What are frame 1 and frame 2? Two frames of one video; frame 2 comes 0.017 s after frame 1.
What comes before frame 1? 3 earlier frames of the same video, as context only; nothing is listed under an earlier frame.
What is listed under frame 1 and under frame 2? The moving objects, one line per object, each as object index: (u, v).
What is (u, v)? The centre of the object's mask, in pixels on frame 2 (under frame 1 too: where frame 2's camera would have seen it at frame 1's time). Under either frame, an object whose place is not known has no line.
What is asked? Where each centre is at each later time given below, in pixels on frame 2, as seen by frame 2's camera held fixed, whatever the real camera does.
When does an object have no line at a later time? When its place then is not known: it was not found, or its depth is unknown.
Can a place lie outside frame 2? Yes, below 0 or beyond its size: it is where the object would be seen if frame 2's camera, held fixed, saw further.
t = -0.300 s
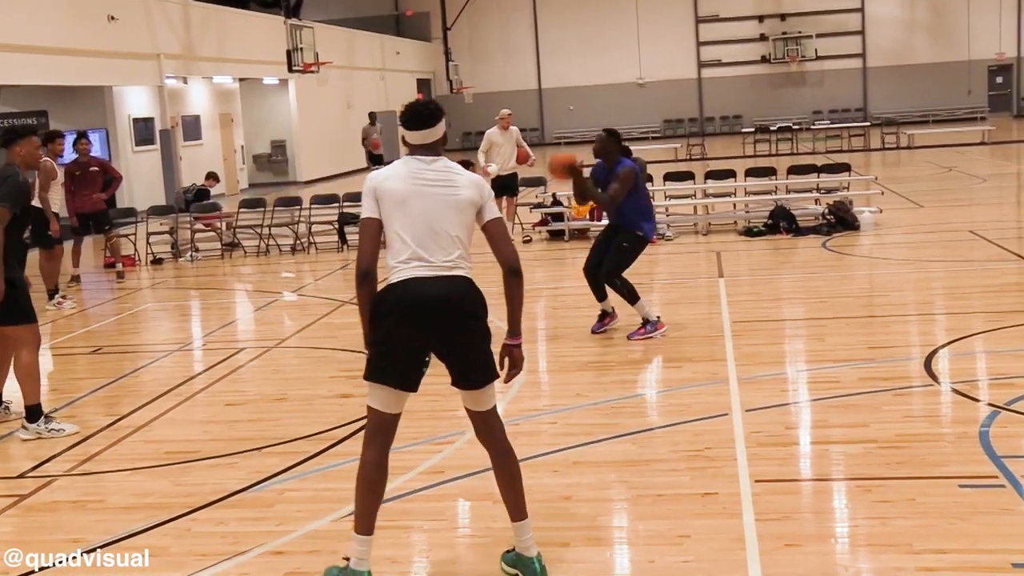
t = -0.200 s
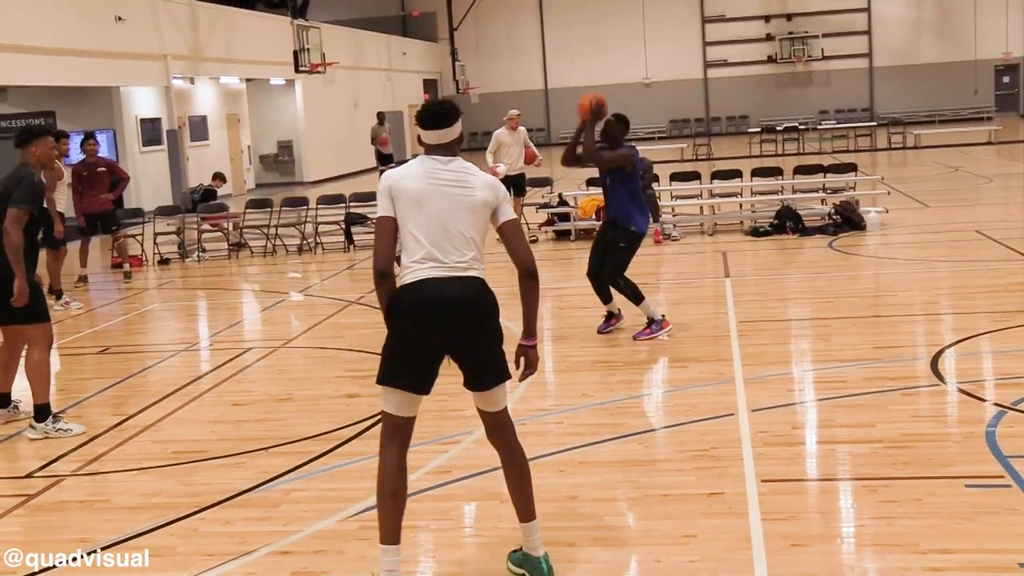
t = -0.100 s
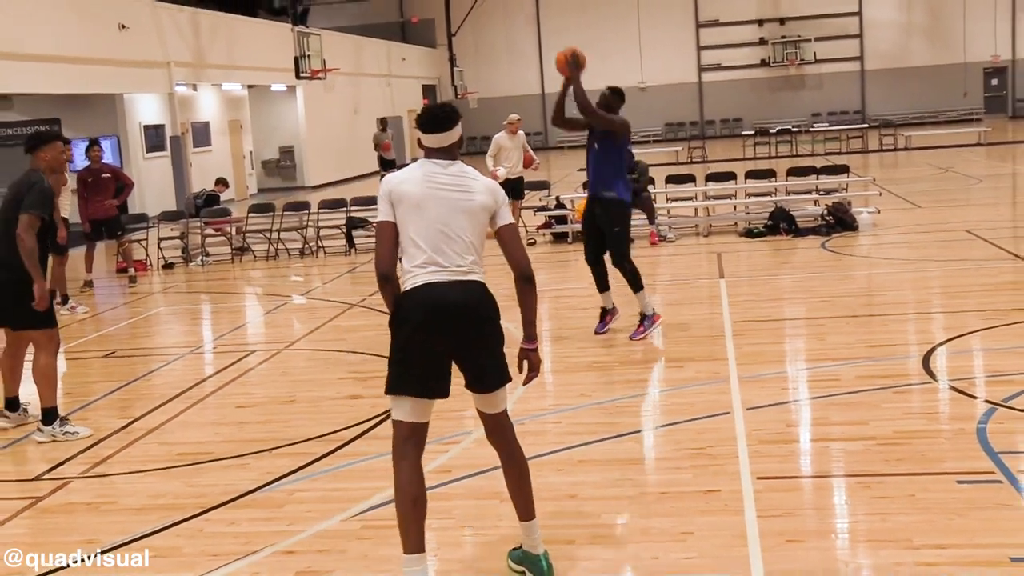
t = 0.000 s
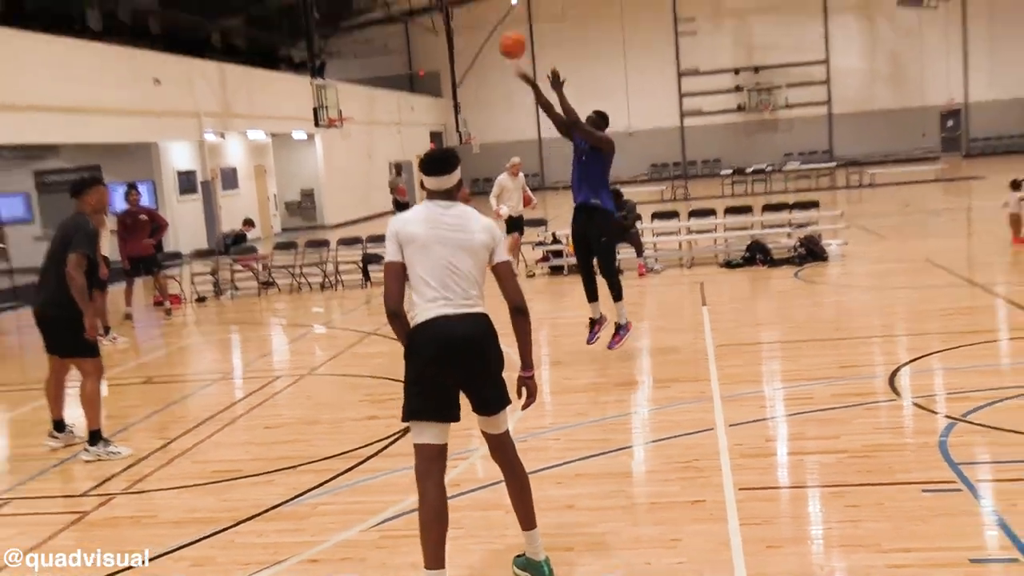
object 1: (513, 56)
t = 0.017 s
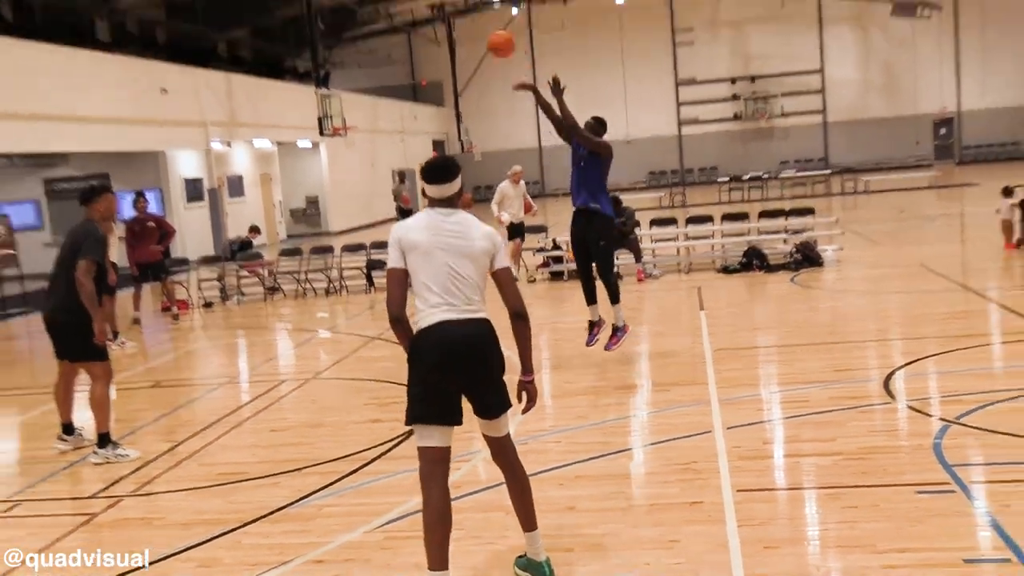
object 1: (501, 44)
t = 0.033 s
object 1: (489, 33)
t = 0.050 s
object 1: (476, 24)
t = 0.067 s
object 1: (463, 16)
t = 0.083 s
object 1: (451, 5)
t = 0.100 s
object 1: (440, -6)
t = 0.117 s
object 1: (428, -15)
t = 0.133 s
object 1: (417, -23)
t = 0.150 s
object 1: (404, -32)
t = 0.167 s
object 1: (393, -41)
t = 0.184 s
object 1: (383, -46)
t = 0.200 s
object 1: (372, -55)
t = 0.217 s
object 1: (360, -61)
